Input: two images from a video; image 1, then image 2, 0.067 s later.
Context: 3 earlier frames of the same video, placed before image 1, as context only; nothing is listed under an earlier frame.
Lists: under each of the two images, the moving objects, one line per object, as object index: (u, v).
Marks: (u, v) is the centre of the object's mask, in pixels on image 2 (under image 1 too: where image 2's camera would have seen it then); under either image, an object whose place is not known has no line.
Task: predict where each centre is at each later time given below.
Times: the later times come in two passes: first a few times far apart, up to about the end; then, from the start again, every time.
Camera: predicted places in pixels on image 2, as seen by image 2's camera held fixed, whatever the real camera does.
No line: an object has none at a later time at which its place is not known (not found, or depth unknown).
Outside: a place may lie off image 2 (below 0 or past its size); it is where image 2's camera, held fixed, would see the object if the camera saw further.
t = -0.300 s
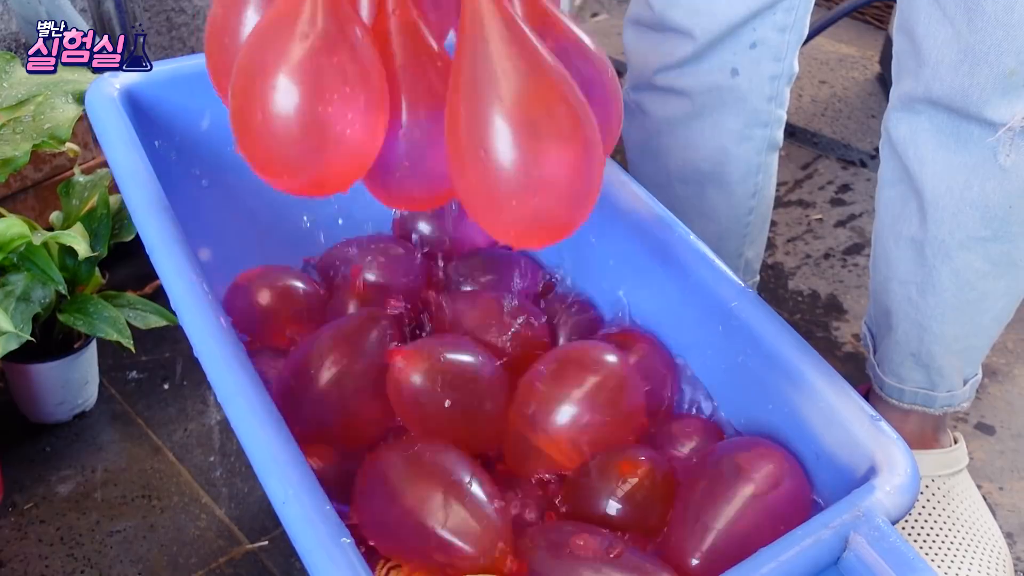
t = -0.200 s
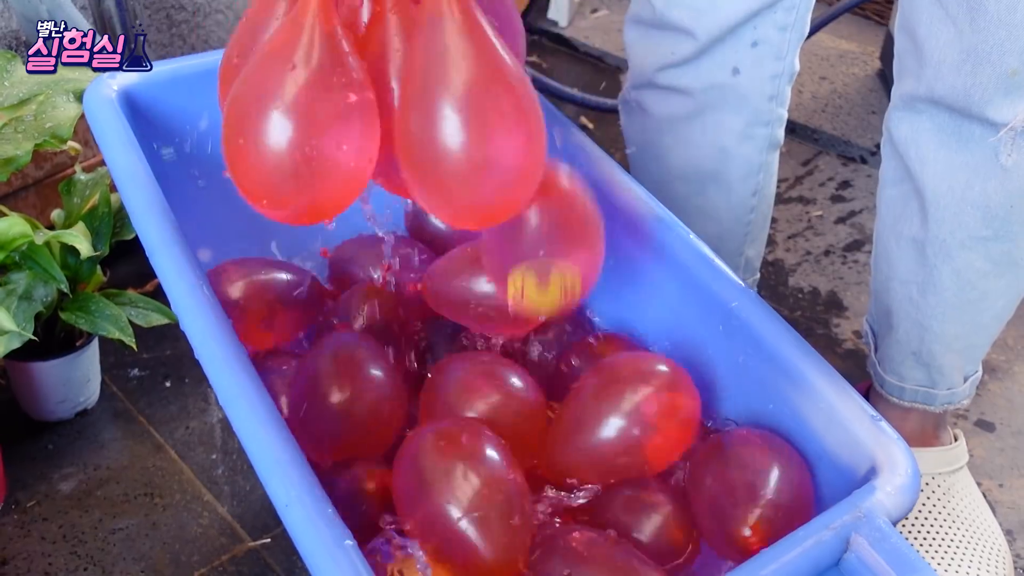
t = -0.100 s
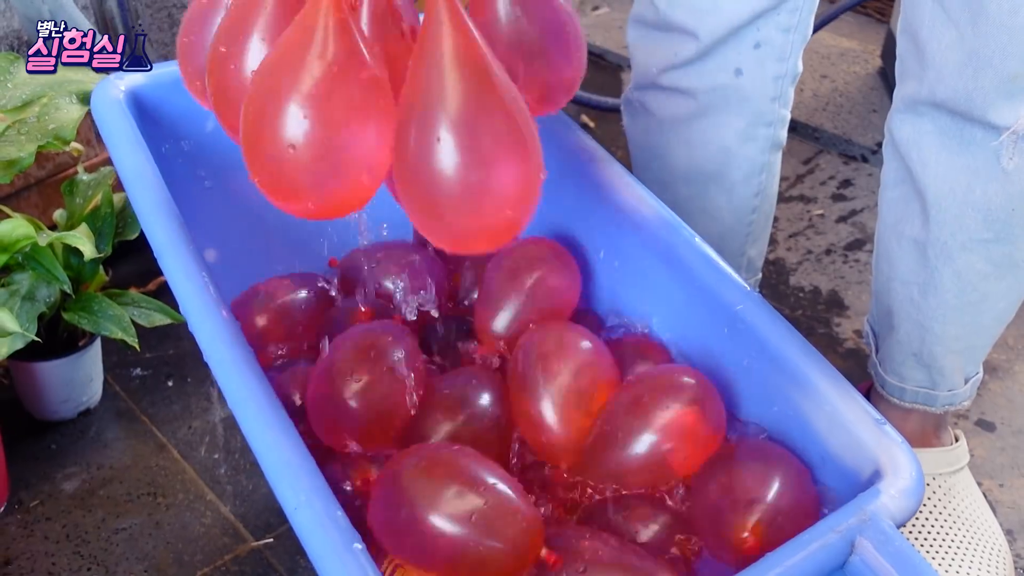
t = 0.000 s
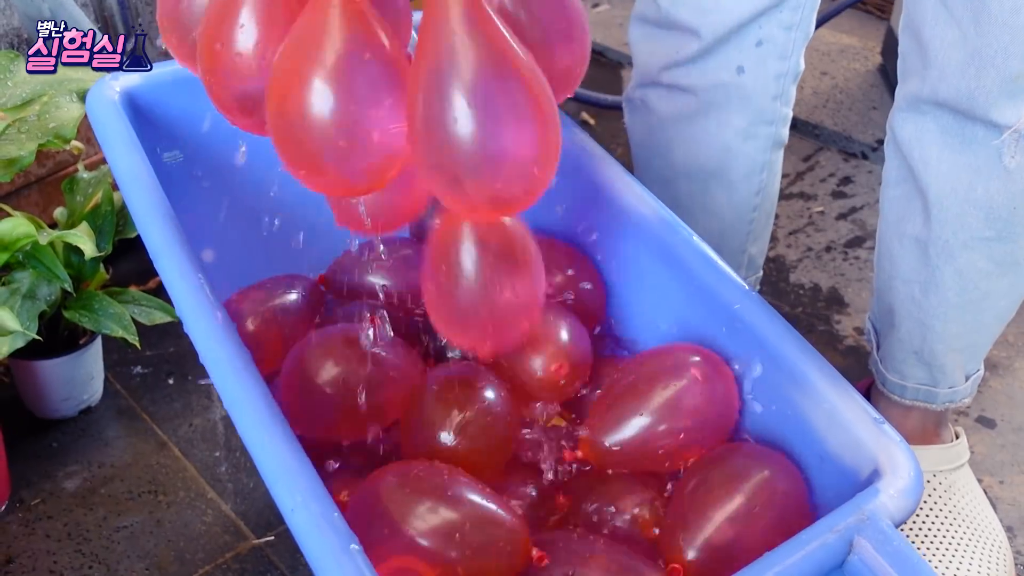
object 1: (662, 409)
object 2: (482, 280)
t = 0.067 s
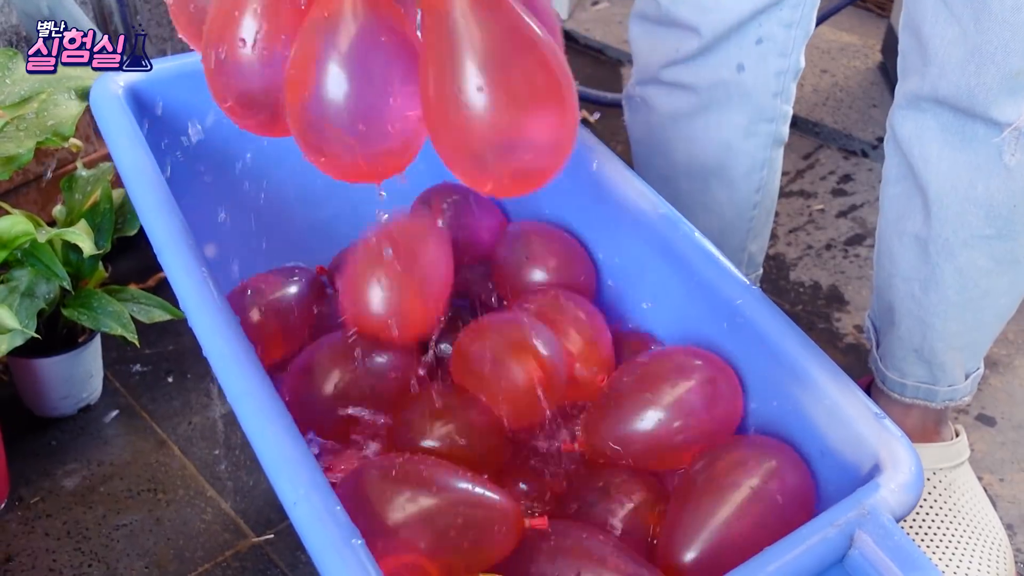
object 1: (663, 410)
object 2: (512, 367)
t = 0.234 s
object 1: (675, 407)
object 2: (548, 435)
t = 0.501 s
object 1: (679, 406)
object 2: (554, 440)
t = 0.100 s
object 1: (667, 407)
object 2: (526, 396)
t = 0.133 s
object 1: (668, 404)
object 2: (529, 424)
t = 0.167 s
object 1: (671, 402)
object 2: (535, 425)
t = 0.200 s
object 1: (672, 405)
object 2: (545, 432)
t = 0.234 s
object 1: (675, 407)
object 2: (548, 435)
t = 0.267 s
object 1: (676, 408)
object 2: (553, 443)
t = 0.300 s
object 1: (676, 405)
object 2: (557, 447)
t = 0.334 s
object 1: (674, 401)
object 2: (556, 447)
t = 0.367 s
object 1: (674, 401)
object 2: (556, 447)
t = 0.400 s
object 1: (674, 402)
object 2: (555, 443)
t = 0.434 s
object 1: (675, 404)
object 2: (553, 441)
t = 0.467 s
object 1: (676, 406)
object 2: (552, 438)
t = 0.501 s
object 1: (679, 406)
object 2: (554, 440)
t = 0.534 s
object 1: (681, 405)
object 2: (554, 443)
